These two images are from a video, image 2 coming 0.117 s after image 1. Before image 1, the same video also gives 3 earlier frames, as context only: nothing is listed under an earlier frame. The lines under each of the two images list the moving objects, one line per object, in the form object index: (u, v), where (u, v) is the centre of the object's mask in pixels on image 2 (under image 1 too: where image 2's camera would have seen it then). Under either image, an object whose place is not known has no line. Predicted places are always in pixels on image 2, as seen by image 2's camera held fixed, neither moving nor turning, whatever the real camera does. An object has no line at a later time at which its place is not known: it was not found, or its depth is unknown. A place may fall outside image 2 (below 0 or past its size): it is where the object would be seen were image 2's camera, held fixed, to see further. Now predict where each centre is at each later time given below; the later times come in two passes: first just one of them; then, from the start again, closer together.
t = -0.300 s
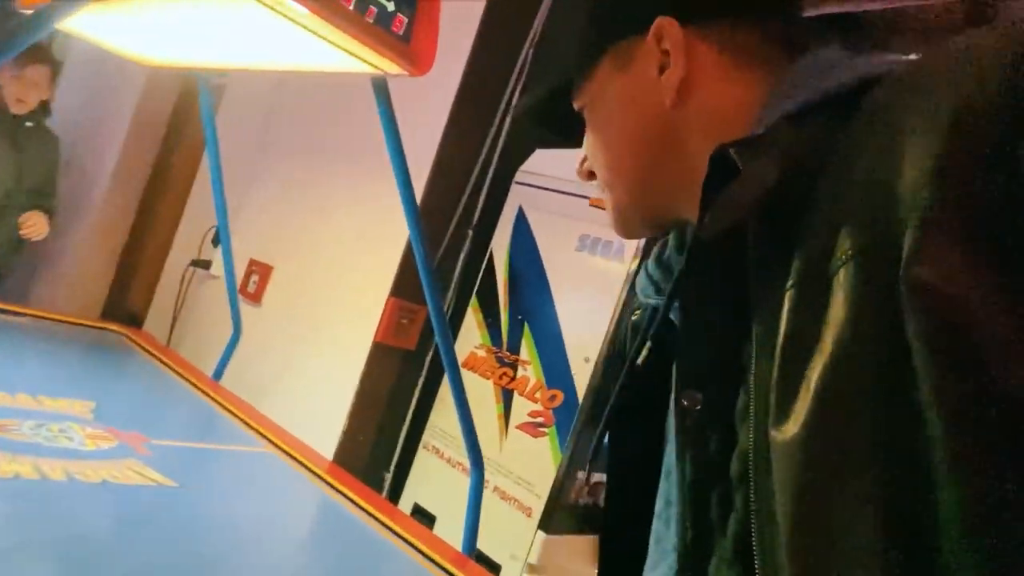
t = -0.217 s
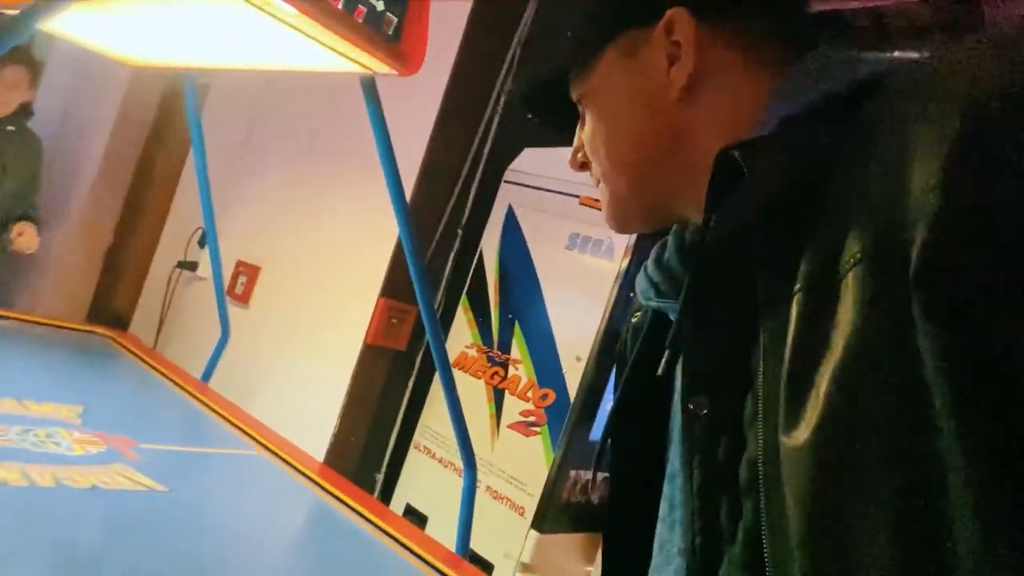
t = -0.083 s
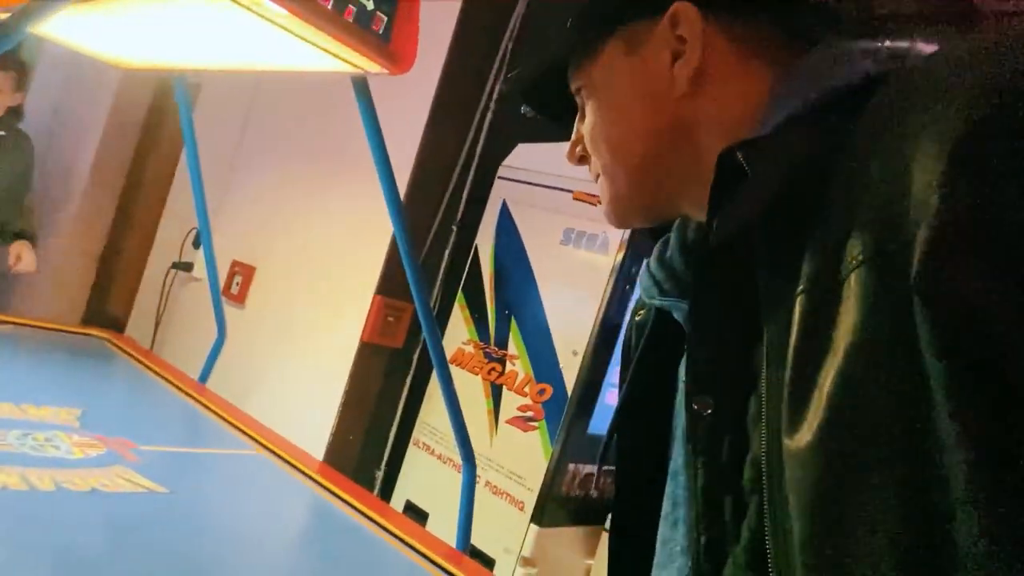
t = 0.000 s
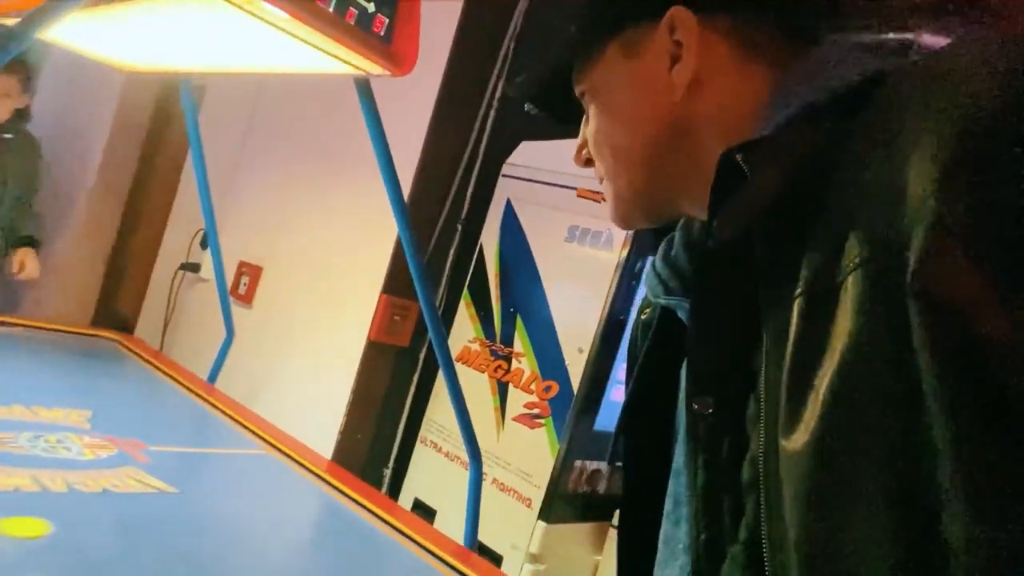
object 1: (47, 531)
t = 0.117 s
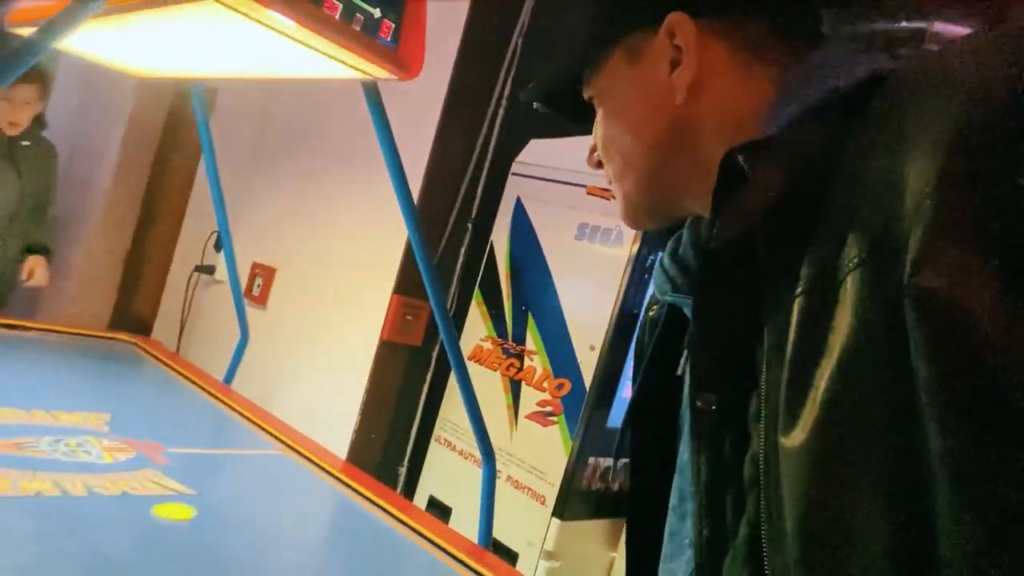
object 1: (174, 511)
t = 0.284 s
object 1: (299, 490)
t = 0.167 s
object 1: (218, 504)
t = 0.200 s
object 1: (243, 500)
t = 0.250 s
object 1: (278, 494)
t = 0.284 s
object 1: (299, 490)
